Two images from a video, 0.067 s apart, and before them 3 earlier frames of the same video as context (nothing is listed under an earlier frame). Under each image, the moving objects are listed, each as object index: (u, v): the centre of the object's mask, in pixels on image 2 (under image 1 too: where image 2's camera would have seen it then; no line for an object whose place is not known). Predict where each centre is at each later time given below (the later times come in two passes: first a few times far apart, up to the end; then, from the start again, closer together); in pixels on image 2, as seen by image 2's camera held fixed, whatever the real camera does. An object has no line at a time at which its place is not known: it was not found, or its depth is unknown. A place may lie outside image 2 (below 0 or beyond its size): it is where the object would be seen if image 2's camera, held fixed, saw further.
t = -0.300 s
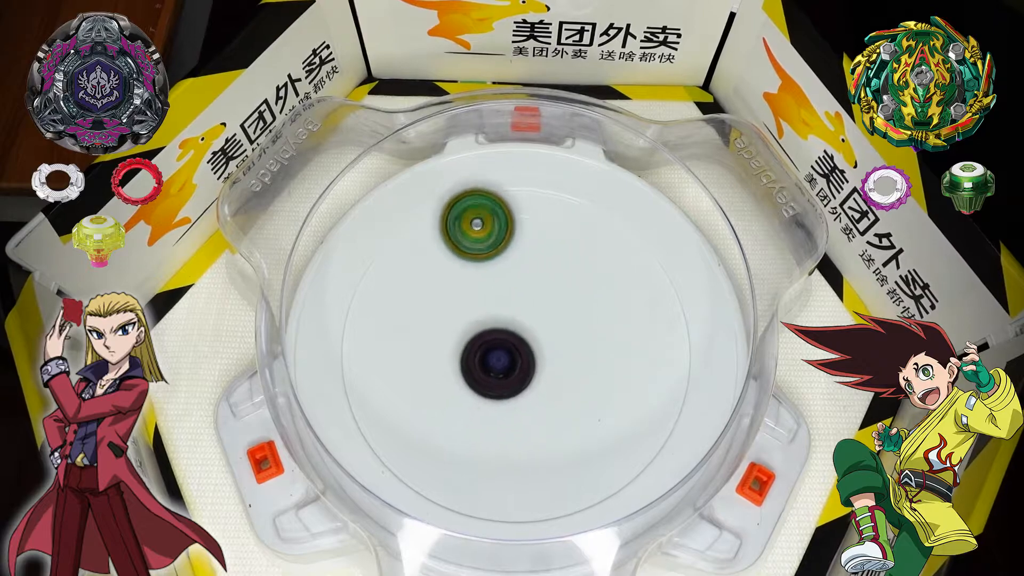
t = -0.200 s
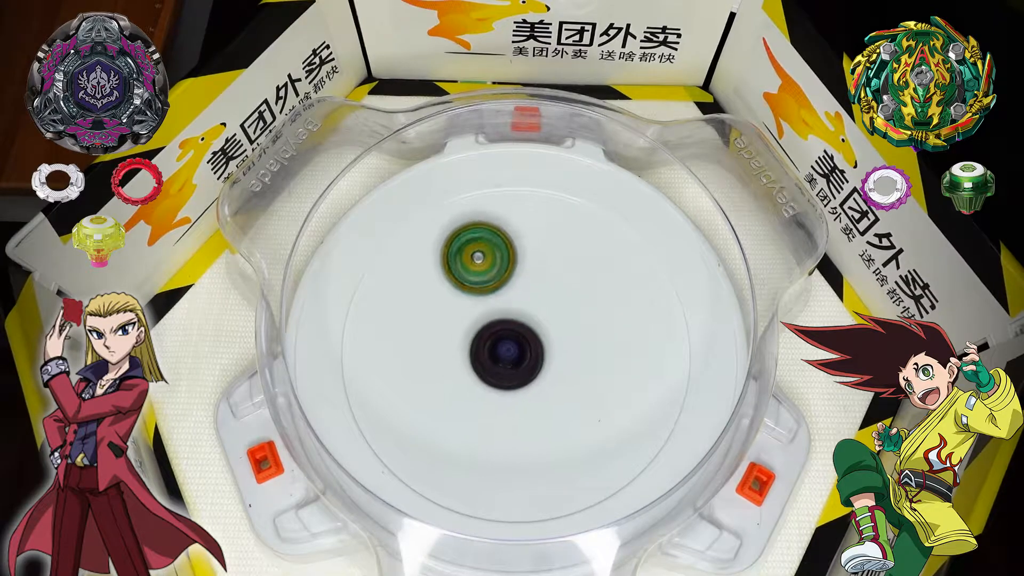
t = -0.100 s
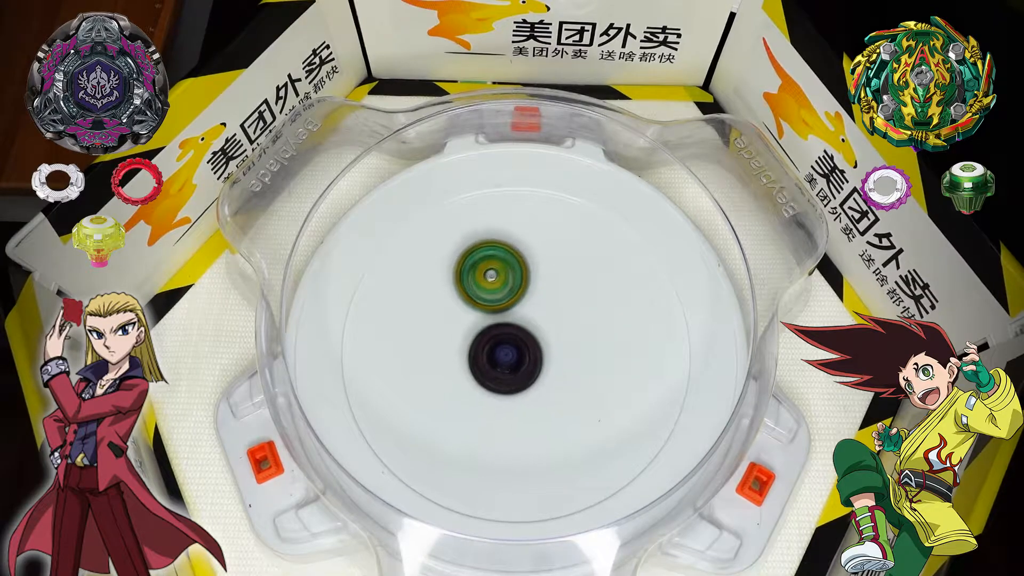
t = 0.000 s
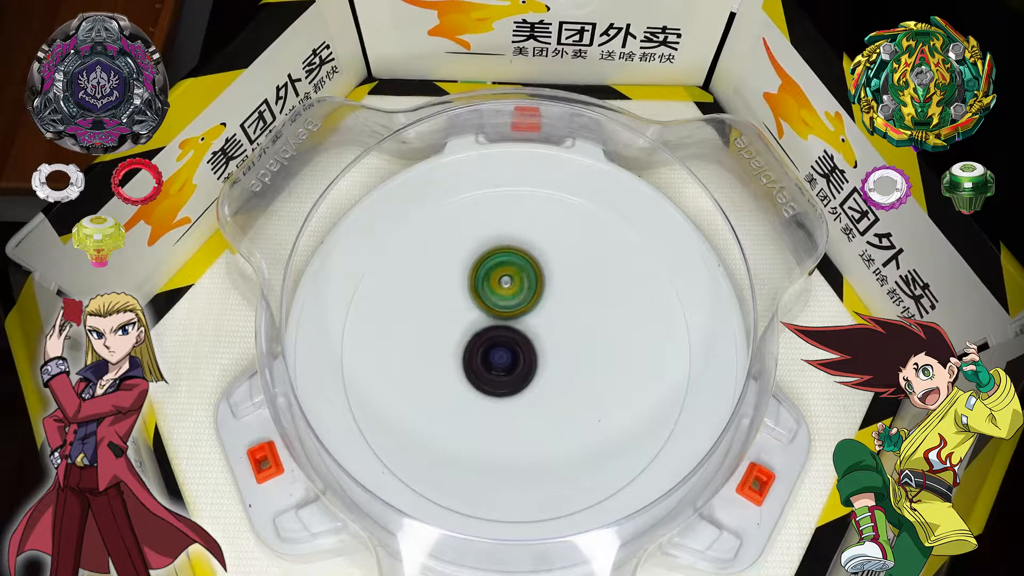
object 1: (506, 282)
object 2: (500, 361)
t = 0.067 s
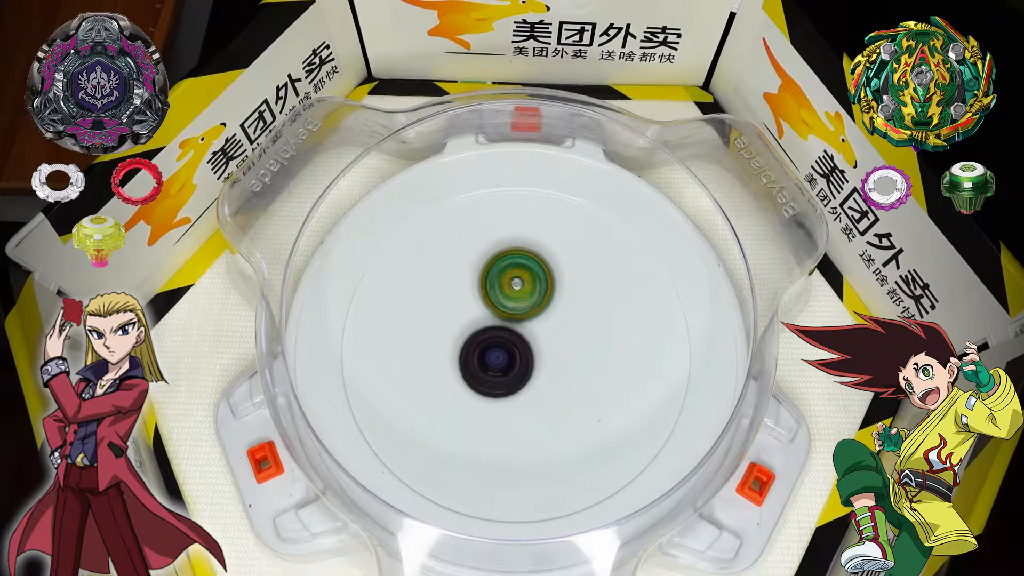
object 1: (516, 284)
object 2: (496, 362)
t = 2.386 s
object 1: (504, 414)
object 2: (491, 293)
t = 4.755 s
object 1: (547, 306)
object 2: (520, 383)
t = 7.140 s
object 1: (480, 303)
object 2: (574, 362)
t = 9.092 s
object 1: (509, 378)
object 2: (528, 300)
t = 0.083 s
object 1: (518, 284)
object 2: (495, 361)
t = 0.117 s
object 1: (523, 286)
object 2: (494, 362)
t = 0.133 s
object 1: (528, 282)
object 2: (490, 367)
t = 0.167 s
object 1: (537, 274)
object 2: (485, 375)
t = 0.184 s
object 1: (540, 271)
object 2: (483, 378)
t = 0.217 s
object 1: (546, 268)
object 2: (482, 382)
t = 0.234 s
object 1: (549, 267)
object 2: (482, 383)
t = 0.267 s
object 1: (552, 266)
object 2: (483, 383)
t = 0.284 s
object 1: (553, 266)
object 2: (485, 383)
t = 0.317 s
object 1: (557, 268)
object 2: (489, 381)
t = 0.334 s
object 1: (558, 268)
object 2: (491, 380)
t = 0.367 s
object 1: (560, 271)
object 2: (496, 377)
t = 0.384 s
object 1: (561, 273)
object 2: (499, 375)
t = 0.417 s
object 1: (564, 275)
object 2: (502, 372)
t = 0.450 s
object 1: (566, 279)
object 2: (506, 368)
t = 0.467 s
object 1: (567, 282)
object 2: (508, 367)
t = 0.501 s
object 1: (569, 285)
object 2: (511, 364)
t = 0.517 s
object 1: (569, 288)
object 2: (512, 362)
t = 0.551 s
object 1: (571, 294)
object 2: (515, 358)
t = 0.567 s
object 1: (572, 296)
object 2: (516, 357)
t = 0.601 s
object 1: (576, 300)
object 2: (514, 356)
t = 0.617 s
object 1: (585, 298)
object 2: (507, 359)
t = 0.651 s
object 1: (599, 294)
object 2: (495, 363)
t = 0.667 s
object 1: (605, 294)
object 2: (490, 365)
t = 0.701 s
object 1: (614, 291)
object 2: (481, 366)
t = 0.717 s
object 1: (615, 291)
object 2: (478, 366)
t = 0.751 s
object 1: (618, 289)
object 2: (475, 366)
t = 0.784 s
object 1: (617, 285)
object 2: (474, 365)
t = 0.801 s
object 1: (617, 285)
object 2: (474, 364)
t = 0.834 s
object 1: (619, 282)
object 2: (477, 363)
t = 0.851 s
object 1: (619, 282)
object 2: (480, 362)
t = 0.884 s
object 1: (619, 283)
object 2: (485, 361)
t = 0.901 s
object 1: (618, 283)
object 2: (488, 361)
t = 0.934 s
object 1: (613, 286)
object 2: (493, 360)
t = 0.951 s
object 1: (611, 288)
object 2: (495, 359)
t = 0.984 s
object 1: (605, 291)
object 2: (501, 359)
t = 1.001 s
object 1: (601, 294)
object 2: (504, 359)
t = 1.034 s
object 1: (596, 298)
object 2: (507, 359)
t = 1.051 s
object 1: (592, 301)
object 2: (509, 359)
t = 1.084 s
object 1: (587, 307)
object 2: (511, 360)
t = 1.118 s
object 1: (582, 312)
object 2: (511, 359)
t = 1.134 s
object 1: (581, 317)
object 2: (511, 359)
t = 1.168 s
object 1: (580, 322)
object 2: (508, 359)
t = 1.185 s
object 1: (579, 324)
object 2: (506, 359)
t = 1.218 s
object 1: (581, 331)
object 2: (500, 358)
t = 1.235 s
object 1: (581, 335)
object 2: (498, 357)
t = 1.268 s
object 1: (578, 347)
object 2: (494, 354)
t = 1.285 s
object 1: (577, 351)
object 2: (492, 352)
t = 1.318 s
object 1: (573, 362)
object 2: (490, 350)
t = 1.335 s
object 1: (572, 366)
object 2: (489, 349)
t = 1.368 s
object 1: (568, 372)
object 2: (487, 346)
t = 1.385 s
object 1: (565, 375)
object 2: (487, 345)
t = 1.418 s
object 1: (561, 380)
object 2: (488, 343)
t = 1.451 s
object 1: (556, 383)
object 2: (490, 341)
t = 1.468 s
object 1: (558, 387)
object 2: (488, 339)
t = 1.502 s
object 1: (560, 393)
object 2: (484, 333)
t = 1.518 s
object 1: (562, 397)
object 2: (482, 330)
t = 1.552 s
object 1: (564, 400)
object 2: (480, 327)
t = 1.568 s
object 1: (564, 402)
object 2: (479, 325)
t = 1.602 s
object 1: (564, 403)
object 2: (480, 323)
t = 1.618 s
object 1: (562, 403)
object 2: (480, 323)
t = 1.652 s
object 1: (560, 402)
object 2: (482, 325)
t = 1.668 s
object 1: (558, 401)
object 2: (483, 326)
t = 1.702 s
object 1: (554, 398)
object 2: (484, 330)
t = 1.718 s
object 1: (552, 396)
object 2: (484, 332)
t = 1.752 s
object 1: (548, 393)
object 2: (486, 335)
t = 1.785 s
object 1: (545, 391)
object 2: (486, 337)
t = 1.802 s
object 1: (547, 395)
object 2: (482, 333)
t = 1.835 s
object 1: (548, 404)
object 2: (478, 324)
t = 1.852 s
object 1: (547, 406)
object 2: (477, 320)
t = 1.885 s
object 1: (546, 409)
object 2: (476, 316)
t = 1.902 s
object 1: (545, 410)
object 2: (475, 314)
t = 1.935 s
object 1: (543, 409)
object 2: (476, 312)
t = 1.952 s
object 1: (541, 410)
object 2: (476, 311)
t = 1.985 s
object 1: (537, 407)
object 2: (478, 312)
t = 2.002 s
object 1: (535, 406)
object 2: (478, 312)
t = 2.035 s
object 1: (531, 403)
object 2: (480, 314)
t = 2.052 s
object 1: (529, 402)
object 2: (481, 315)
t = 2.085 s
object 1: (524, 398)
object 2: (482, 317)
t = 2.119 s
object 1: (519, 395)
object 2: (484, 319)
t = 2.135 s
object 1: (516, 392)
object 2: (484, 320)
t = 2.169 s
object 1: (511, 394)
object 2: (485, 318)
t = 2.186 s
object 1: (511, 399)
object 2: (485, 312)
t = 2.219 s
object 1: (509, 409)
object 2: (485, 302)
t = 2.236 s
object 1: (509, 411)
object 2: (486, 299)
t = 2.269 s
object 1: (508, 415)
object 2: (487, 294)
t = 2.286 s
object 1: (507, 415)
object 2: (488, 292)
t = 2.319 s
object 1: (507, 416)
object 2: (489, 291)
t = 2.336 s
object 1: (506, 416)
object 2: (490, 291)
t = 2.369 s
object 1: (505, 415)
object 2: (491, 292)
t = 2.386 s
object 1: (504, 414)
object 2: (491, 293)
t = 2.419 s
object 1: (503, 412)
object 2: (493, 295)
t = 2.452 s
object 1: (503, 409)
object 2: (494, 298)
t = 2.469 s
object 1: (502, 407)
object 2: (494, 300)
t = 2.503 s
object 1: (501, 402)
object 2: (495, 303)
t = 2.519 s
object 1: (499, 401)
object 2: (496, 305)
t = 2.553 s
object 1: (498, 395)
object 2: (496, 308)
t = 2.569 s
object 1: (497, 393)
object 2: (497, 310)
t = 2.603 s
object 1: (495, 387)
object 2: (497, 313)
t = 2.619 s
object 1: (494, 386)
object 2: (497, 313)
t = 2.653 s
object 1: (489, 392)
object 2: (500, 308)
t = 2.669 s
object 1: (486, 394)
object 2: (502, 305)
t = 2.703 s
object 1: (484, 398)
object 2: (507, 301)
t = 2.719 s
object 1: (482, 400)
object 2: (509, 300)
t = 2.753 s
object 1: (481, 400)
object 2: (513, 299)
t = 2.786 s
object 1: (481, 400)
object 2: (517, 300)
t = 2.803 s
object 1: (480, 400)
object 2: (518, 300)
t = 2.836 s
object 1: (479, 398)
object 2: (521, 302)
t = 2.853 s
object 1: (480, 398)
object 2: (523, 303)
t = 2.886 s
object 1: (480, 395)
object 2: (525, 305)
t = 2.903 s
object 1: (480, 393)
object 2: (526, 306)
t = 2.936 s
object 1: (481, 390)
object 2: (529, 308)
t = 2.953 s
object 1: (480, 387)
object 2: (530, 309)
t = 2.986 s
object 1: (481, 383)
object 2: (532, 311)
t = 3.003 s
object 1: (481, 381)
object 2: (532, 312)
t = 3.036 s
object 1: (482, 375)
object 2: (534, 314)
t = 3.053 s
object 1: (483, 373)
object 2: (535, 315)
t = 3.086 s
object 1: (482, 368)
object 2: (537, 316)
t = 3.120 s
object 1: (479, 363)
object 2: (541, 317)
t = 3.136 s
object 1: (480, 361)
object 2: (542, 318)
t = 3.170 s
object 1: (477, 357)
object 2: (545, 318)
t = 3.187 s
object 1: (476, 353)
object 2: (546, 319)
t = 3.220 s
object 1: (476, 349)
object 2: (548, 320)
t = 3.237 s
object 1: (475, 347)
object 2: (549, 321)
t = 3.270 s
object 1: (470, 342)
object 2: (554, 321)
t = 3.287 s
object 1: (468, 341)
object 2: (557, 321)
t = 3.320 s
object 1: (464, 337)
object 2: (561, 322)
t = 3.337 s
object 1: (463, 335)
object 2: (563, 322)
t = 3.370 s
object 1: (461, 332)
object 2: (564, 322)
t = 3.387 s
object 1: (460, 330)
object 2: (564, 322)
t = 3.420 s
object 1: (459, 327)
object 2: (564, 322)
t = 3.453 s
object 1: (460, 325)
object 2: (562, 323)
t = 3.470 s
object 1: (460, 324)
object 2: (561, 323)
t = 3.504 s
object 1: (461, 322)
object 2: (559, 323)
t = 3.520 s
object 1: (462, 320)
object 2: (558, 323)
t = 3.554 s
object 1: (464, 318)
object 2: (556, 323)
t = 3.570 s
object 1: (465, 316)
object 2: (555, 323)
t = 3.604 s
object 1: (468, 314)
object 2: (554, 323)
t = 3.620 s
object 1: (469, 315)
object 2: (554, 323)
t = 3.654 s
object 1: (472, 312)
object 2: (553, 323)
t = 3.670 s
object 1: (475, 311)
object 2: (553, 324)
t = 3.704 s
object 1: (478, 309)
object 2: (555, 327)
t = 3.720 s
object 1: (477, 306)
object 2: (558, 330)
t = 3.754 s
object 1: (476, 303)
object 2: (562, 337)
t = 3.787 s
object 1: (477, 300)
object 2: (564, 344)
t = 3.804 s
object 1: (478, 301)
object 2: (565, 346)
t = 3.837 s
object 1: (480, 300)
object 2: (565, 350)
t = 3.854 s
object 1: (481, 298)
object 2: (565, 352)
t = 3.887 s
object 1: (484, 298)
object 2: (563, 354)
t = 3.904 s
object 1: (485, 298)
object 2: (562, 355)
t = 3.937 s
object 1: (488, 298)
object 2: (559, 357)
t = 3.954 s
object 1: (491, 299)
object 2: (558, 357)
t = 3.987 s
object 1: (495, 299)
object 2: (556, 358)
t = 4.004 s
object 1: (496, 299)
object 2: (554, 358)
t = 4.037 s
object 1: (501, 299)
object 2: (552, 358)
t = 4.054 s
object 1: (502, 298)
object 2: (553, 360)
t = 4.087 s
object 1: (503, 292)
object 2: (554, 366)
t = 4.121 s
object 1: (505, 289)
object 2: (553, 370)
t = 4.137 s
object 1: (506, 288)
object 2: (552, 371)
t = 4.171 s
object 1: (507, 286)
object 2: (549, 373)
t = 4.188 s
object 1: (508, 285)
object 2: (548, 374)
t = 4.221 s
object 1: (510, 285)
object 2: (546, 375)
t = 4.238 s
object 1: (511, 285)
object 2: (545, 375)
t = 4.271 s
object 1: (514, 286)
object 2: (543, 374)
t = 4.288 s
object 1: (514, 287)
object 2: (542, 374)
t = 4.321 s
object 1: (516, 289)
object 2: (539, 373)
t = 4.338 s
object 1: (519, 290)
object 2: (538, 373)
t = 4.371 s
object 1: (521, 292)
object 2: (536, 372)
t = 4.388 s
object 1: (521, 294)
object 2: (535, 372)
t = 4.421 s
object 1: (524, 296)
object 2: (534, 371)
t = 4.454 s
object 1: (529, 295)
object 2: (531, 373)
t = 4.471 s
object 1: (531, 295)
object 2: (530, 374)
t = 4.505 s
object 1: (534, 294)
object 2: (526, 377)
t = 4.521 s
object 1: (535, 294)
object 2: (525, 379)
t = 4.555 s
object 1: (537, 294)
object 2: (524, 381)
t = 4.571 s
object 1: (539, 294)
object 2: (523, 381)
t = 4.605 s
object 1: (541, 295)
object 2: (522, 381)
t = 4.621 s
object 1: (541, 296)
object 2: (522, 382)
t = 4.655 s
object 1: (543, 298)
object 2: (521, 382)
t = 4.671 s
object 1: (544, 298)
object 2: (521, 383)
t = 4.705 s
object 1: (546, 301)
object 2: (521, 383)
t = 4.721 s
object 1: (545, 303)
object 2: (521, 383)
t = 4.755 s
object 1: (547, 306)
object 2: (520, 383)
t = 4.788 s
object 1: (548, 310)
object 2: (518, 383)
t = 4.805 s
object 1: (548, 311)
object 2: (518, 383)
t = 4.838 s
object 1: (551, 314)
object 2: (516, 385)
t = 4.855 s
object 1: (552, 315)
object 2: (515, 386)
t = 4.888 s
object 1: (553, 317)
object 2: (512, 386)
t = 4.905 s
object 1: (553, 318)
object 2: (510, 386)
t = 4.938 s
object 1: (553, 321)
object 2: (508, 386)
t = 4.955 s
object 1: (553, 323)
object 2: (507, 386)
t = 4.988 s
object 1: (555, 326)
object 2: (504, 386)
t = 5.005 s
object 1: (555, 327)
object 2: (503, 385)
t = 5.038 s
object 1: (556, 329)
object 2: (500, 384)
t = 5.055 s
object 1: (559, 331)
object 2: (498, 383)
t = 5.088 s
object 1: (561, 331)
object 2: (494, 382)
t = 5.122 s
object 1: (562, 332)
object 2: (493, 379)
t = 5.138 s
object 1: (563, 333)
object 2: (492, 377)
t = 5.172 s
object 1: (563, 334)
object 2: (490, 374)
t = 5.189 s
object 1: (563, 334)
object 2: (491, 373)
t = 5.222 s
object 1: (563, 336)
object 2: (491, 370)
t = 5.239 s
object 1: (563, 337)
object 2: (491, 368)
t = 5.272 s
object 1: (566, 339)
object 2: (488, 365)
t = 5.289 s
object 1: (567, 339)
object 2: (486, 364)
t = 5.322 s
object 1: (569, 340)
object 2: (485, 361)
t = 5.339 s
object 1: (570, 340)
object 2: (484, 359)
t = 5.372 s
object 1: (571, 341)
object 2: (483, 356)
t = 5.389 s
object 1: (571, 342)
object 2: (483, 354)
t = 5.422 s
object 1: (572, 343)
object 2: (484, 352)
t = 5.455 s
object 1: (571, 344)
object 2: (485, 348)
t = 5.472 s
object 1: (570, 345)
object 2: (485, 347)
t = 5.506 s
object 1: (569, 346)
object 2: (486, 345)
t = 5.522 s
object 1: (568, 346)
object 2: (487, 344)
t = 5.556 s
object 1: (566, 347)
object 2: (488, 341)
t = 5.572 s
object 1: (565, 348)
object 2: (489, 341)
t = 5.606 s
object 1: (566, 351)
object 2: (487, 338)
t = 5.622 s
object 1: (567, 353)
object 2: (487, 335)
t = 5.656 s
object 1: (568, 354)
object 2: (485, 330)
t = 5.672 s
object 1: (567, 355)
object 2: (484, 328)
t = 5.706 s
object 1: (567, 356)
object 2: (485, 325)
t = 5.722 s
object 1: (567, 357)
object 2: (486, 323)
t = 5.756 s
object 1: (566, 358)
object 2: (487, 321)
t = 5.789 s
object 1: (564, 360)
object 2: (489, 320)
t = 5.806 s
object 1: (564, 360)
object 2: (491, 319)
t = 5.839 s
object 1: (562, 362)
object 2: (492, 318)
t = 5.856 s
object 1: (559, 362)
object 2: (493, 319)
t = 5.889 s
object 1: (557, 363)
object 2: (496, 319)
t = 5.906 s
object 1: (557, 366)
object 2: (496, 317)
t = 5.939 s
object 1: (560, 375)
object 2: (492, 309)
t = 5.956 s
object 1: (560, 378)
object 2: (492, 306)
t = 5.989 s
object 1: (561, 383)
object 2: (493, 303)
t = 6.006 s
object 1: (561, 384)
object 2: (494, 301)
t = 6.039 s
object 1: (561, 388)
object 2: (496, 301)
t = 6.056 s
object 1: (560, 389)
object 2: (497, 301)
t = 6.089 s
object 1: (559, 391)
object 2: (500, 301)
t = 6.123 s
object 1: (556, 393)
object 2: (503, 302)
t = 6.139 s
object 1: (555, 394)
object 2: (505, 303)
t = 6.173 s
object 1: (552, 394)
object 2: (508, 305)
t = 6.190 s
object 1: (550, 395)
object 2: (510, 306)
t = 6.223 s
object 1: (546, 394)
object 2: (513, 308)
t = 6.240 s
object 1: (544, 394)
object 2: (515, 309)
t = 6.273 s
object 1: (539, 392)
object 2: (518, 311)
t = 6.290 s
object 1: (537, 392)
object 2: (519, 313)
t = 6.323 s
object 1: (532, 389)
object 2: (523, 315)
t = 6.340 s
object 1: (530, 388)
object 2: (524, 316)
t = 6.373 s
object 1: (522, 395)
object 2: (528, 309)
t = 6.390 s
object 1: (518, 399)
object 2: (530, 306)
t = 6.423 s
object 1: (513, 402)
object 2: (535, 301)
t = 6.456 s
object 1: (508, 404)
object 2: (539, 300)
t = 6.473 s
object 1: (506, 406)
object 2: (540, 301)
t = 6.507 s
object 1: (500, 406)
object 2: (544, 303)
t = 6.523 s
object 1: (497, 406)
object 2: (545, 303)
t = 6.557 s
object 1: (493, 405)
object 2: (548, 306)
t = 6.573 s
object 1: (490, 404)
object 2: (549, 307)
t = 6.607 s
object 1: (486, 403)
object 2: (551, 309)
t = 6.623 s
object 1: (484, 400)
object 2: (553, 310)
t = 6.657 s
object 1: (481, 397)
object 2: (554, 313)
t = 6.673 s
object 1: (480, 396)
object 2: (555, 314)
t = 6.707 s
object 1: (477, 390)
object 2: (557, 317)
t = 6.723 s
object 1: (476, 388)
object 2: (558, 318)
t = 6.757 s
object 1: (474, 382)
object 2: (559, 321)
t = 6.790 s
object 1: (473, 376)
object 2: (560, 324)
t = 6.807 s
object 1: (474, 373)
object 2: (560, 326)
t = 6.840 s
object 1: (474, 366)
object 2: (561, 329)
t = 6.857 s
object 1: (474, 363)
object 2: (562, 330)
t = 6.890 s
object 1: (476, 356)
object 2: (562, 334)
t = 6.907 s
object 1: (476, 353)
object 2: (562, 335)
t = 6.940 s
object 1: (479, 346)
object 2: (562, 339)
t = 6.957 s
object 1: (480, 342)
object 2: (562, 340)
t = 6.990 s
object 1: (484, 336)
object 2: (562, 344)
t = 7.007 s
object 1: (483, 331)
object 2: (564, 346)
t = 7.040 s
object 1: (478, 322)
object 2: (571, 351)
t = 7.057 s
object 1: (478, 317)
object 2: (573, 353)
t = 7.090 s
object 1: (478, 311)
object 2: (575, 358)
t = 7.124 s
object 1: (479, 306)
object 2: (575, 360)
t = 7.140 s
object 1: (480, 303)
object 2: (574, 362)
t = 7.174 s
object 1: (482, 298)
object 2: (573, 363)
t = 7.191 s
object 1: (484, 295)
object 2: (572, 363)
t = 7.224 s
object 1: (487, 292)
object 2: (570, 365)
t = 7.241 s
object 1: (490, 289)
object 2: (569, 365)
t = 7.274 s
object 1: (493, 286)
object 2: (565, 366)
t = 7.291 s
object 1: (496, 285)
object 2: (564, 366)
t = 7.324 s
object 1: (501, 283)
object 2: (560, 366)
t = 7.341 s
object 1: (504, 283)
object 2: (559, 367)
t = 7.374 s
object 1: (509, 282)
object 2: (556, 367)
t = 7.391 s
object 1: (512, 282)
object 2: (553, 367)
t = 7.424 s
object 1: (517, 282)
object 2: (550, 367)
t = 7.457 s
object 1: (522, 284)
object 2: (546, 367)
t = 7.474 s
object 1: (525, 285)
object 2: (544, 367)
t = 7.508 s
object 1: (530, 288)
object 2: (541, 366)
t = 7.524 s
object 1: (533, 289)
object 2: (538, 366)
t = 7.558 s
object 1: (539, 289)
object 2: (535, 368)
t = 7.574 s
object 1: (543, 290)
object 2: (533, 370)
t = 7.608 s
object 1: (546, 291)
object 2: (529, 372)
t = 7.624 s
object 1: (548, 292)
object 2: (527, 373)
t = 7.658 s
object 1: (551, 294)
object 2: (523, 374)
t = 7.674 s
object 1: (554, 296)
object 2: (522, 374)
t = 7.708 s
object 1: (557, 299)
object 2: (519, 373)
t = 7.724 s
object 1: (559, 301)
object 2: (518, 374)
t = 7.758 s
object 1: (561, 305)
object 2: (516, 373)
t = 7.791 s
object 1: (562, 310)
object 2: (514, 373)
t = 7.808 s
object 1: (564, 312)
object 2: (513, 372)
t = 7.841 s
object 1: (565, 317)
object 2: (511, 372)
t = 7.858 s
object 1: (567, 319)
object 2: (510, 372)
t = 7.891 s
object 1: (568, 324)
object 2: (506, 371)
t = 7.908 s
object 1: (570, 325)
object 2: (505, 371)
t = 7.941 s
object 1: (570, 329)
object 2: (502, 369)
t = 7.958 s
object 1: (571, 332)
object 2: (501, 369)
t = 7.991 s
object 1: (571, 335)
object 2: (499, 367)
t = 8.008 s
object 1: (572, 338)
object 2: (497, 366)
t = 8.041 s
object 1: (571, 342)
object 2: (496, 364)
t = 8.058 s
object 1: (572, 344)
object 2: (494, 362)
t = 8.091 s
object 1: (570, 348)
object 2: (493, 360)
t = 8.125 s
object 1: (571, 352)
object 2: (490, 357)
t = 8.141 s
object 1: (570, 353)
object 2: (489, 356)
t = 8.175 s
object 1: (569, 356)
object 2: (488, 353)
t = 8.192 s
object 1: (567, 357)
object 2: (487, 352)
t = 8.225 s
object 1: (565, 360)
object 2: (487, 348)
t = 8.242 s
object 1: (563, 361)
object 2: (486, 347)
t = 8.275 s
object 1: (562, 363)
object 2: (486, 344)
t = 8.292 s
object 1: (559, 364)
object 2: (485, 342)
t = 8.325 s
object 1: (557, 365)
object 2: (485, 340)
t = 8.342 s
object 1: (555, 366)
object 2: (484, 338)
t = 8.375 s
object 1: (554, 371)
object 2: (482, 334)
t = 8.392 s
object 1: (552, 371)
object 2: (481, 331)
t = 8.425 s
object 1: (552, 373)
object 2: (481, 329)
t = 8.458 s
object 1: (549, 373)
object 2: (481, 325)
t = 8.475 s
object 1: (549, 374)
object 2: (482, 325)
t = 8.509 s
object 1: (545, 374)
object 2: (484, 323)
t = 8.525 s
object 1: (545, 374)
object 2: (484, 323)
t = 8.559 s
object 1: (541, 374)
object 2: (486, 321)
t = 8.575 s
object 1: (540, 373)
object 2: (487, 321)
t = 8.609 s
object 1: (536, 374)
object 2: (489, 318)
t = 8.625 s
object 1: (535, 374)
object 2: (489, 317)
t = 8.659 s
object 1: (532, 376)
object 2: (491, 313)
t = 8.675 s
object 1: (532, 374)
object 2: (492, 312)
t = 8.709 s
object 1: (530, 374)
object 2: (495, 310)
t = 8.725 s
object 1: (529, 374)
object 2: (496, 308)
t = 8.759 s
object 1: (527, 373)
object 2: (499, 307)
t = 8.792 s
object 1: (525, 372)
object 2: (501, 306)
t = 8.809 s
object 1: (524, 372)
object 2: (503, 305)
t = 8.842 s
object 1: (521, 375)
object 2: (505, 302)
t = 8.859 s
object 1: (521, 377)
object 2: (507, 300)
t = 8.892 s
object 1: (519, 378)
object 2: (510, 297)
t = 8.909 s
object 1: (519, 379)
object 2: (512, 297)
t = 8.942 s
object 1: (516, 381)
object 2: (515, 296)
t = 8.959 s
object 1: (516, 381)
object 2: (517, 296)
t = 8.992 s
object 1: (514, 381)
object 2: (520, 297)
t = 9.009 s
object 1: (514, 380)
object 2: (522, 297)
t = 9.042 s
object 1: (511, 380)
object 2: (524, 298)
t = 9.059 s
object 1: (511, 379)
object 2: (526, 299)
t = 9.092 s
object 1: (509, 378)
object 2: (528, 300)
